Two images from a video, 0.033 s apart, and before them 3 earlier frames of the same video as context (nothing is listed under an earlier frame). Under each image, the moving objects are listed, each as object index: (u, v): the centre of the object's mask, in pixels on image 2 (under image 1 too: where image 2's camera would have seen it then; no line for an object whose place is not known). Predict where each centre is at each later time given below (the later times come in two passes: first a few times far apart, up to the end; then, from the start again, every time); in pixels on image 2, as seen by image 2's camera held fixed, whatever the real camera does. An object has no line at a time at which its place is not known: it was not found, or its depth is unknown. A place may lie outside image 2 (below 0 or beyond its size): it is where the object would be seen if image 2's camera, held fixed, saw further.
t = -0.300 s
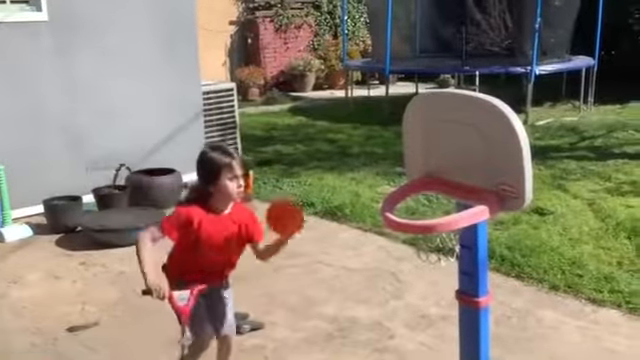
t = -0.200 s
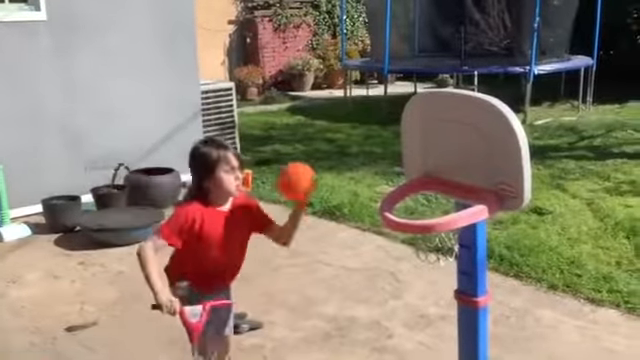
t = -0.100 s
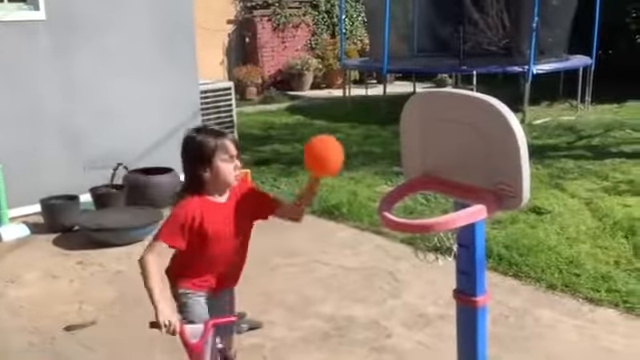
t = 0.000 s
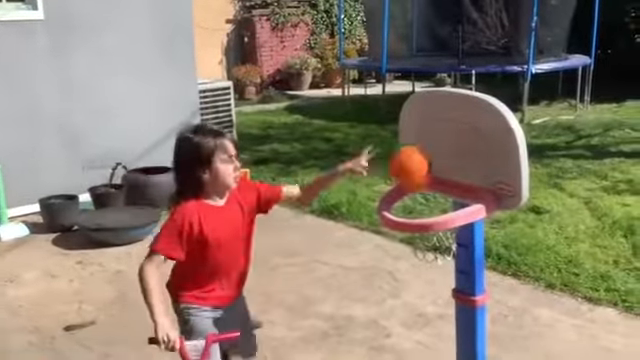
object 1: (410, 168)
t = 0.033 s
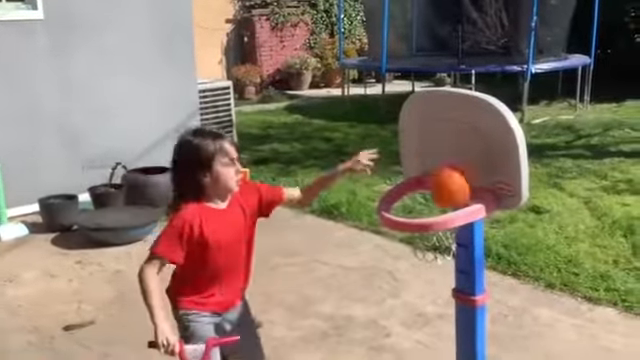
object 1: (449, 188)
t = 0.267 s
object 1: (406, 165)
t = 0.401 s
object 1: (372, 196)
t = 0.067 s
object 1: (462, 183)
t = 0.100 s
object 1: (455, 170)
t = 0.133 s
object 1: (445, 161)
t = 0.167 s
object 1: (436, 157)
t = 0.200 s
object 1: (426, 155)
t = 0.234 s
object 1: (416, 158)
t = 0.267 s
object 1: (406, 165)
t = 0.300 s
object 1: (395, 175)
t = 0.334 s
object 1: (383, 188)
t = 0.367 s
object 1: (376, 195)
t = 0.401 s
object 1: (372, 196)
